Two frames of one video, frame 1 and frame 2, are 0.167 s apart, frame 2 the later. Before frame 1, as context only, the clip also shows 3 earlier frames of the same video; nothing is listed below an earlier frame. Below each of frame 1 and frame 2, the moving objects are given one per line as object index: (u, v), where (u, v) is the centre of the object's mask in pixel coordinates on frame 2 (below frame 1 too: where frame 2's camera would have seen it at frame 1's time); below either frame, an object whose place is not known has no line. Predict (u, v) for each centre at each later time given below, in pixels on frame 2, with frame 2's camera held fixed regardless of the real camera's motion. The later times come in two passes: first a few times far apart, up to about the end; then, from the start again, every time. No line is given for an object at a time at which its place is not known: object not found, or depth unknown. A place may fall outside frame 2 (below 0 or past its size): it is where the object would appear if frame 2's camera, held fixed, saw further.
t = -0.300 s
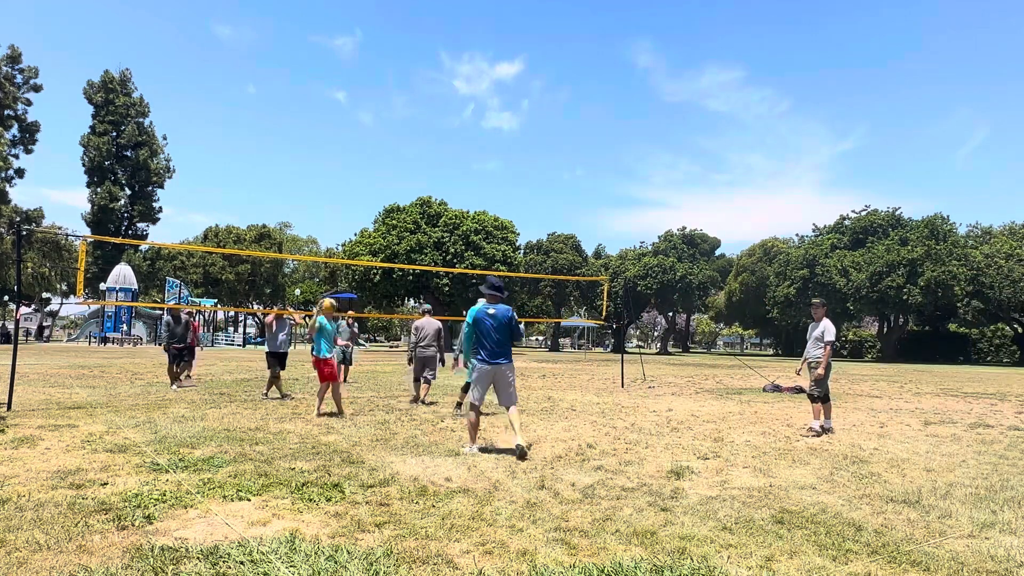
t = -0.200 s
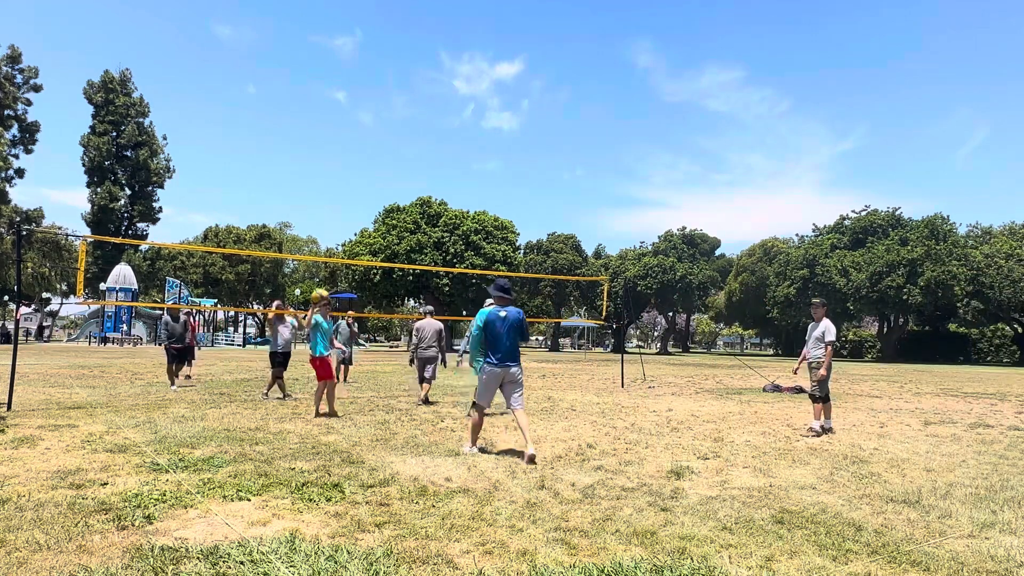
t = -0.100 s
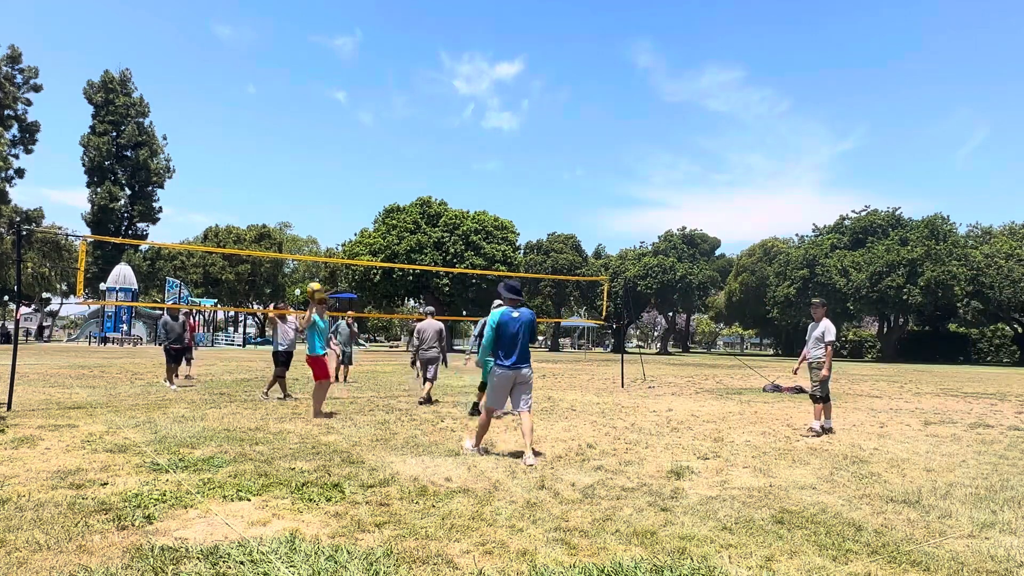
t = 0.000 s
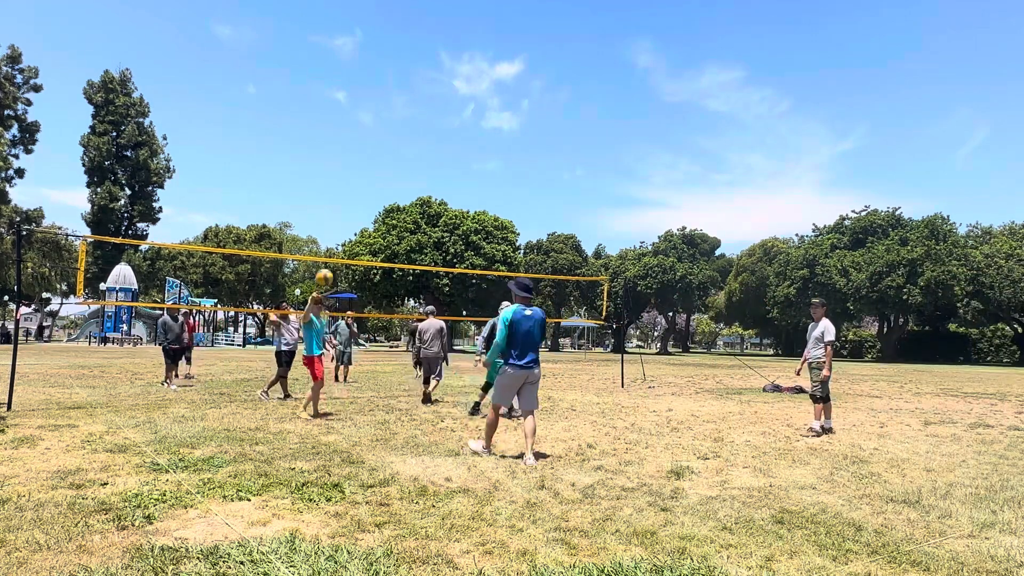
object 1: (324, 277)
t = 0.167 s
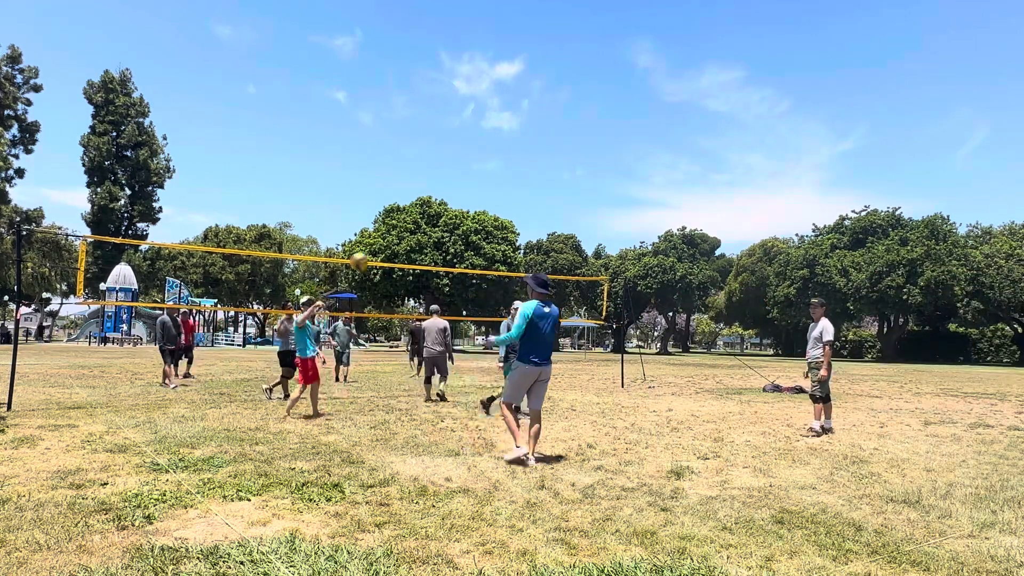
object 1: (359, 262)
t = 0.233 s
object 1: (375, 261)
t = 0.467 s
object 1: (435, 291)
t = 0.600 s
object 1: (475, 338)
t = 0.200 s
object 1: (367, 261)
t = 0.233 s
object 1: (375, 261)
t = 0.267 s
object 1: (383, 262)
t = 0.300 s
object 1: (391, 264)
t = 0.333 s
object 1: (399, 267)
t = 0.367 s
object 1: (408, 272)
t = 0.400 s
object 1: (418, 276)
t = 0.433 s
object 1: (426, 283)
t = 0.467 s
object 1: (435, 291)
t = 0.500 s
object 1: (445, 301)
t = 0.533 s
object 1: (456, 310)
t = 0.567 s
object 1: (465, 323)
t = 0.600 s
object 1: (475, 338)
